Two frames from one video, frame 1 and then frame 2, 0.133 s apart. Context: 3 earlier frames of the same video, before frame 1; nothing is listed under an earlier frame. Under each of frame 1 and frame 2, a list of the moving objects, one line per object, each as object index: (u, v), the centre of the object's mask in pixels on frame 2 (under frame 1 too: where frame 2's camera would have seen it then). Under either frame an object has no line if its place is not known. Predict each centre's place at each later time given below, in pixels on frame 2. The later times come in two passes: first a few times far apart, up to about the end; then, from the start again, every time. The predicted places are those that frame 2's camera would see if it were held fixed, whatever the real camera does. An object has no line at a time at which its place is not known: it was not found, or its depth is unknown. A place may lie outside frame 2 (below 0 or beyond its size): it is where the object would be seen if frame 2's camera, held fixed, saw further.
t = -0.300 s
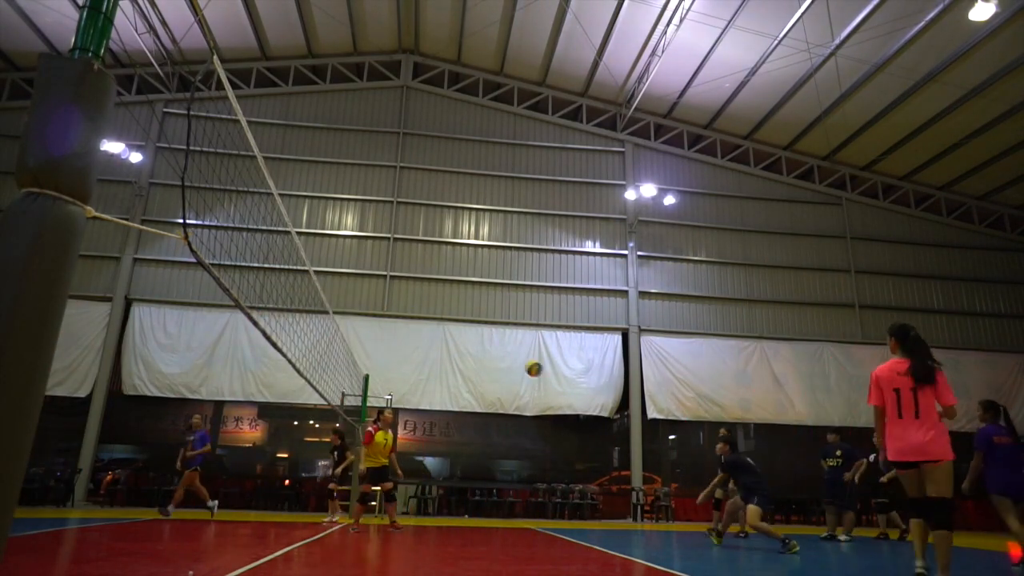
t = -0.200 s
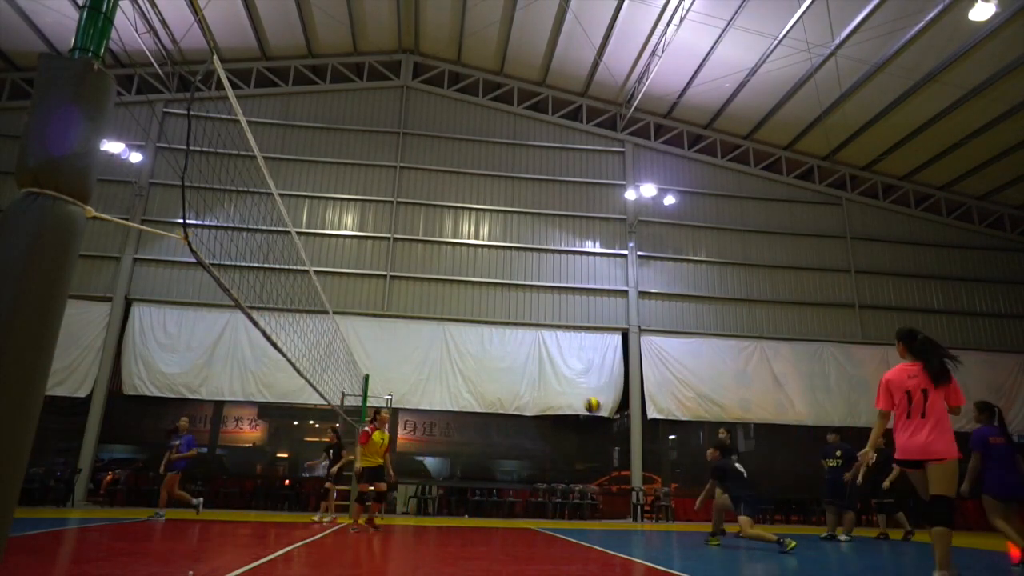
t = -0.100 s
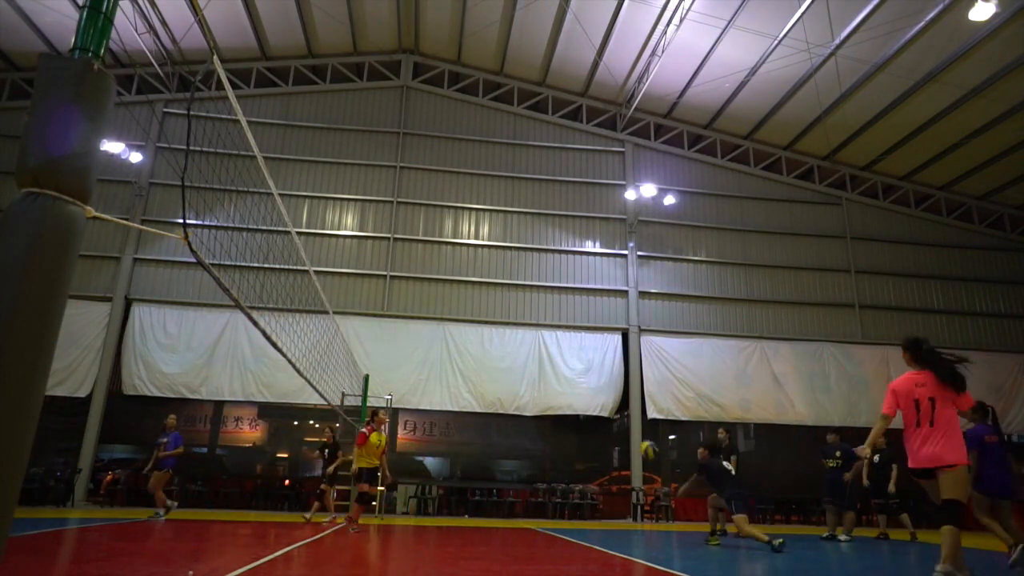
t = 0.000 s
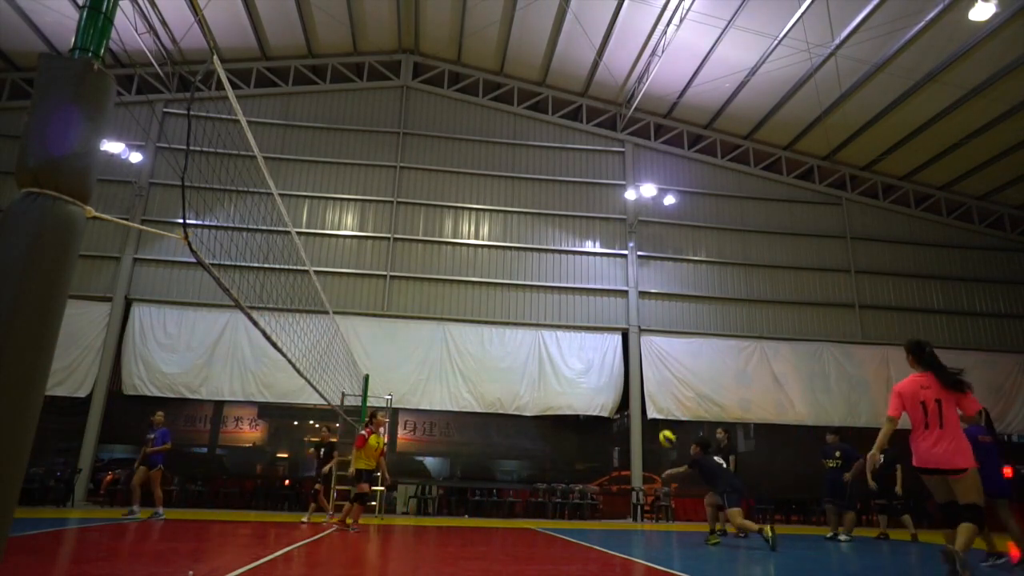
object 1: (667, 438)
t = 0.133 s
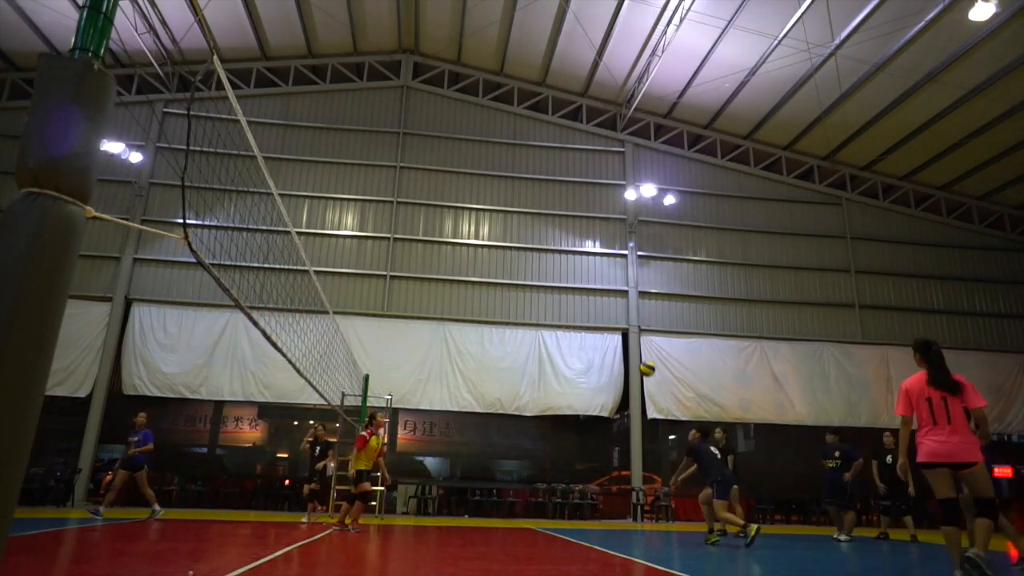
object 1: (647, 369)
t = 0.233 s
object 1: (632, 324)
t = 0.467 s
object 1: (601, 253)
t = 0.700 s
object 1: (569, 218)
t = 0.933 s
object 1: (535, 224)
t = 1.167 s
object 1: (497, 271)
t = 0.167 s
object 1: (643, 354)
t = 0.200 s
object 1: (637, 338)
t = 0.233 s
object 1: (632, 324)
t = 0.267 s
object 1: (628, 312)
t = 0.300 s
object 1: (623, 299)
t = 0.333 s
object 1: (619, 289)
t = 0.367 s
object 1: (614, 280)
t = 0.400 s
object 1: (609, 269)
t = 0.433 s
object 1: (605, 260)
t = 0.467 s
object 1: (601, 253)
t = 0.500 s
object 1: (596, 245)
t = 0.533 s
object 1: (592, 238)
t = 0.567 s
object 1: (587, 233)
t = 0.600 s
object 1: (582, 228)
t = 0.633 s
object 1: (579, 225)
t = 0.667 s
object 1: (573, 221)
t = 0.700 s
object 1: (569, 218)
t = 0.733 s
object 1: (564, 217)
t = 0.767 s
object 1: (558, 216)
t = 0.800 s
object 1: (555, 215)
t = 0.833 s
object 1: (550, 216)
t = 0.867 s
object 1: (545, 218)
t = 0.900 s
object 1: (541, 220)
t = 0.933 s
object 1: (535, 224)
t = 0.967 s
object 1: (529, 227)
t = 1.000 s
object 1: (525, 233)
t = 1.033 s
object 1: (519, 240)
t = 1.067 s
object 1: (514, 244)
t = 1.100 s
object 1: (508, 252)
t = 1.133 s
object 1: (503, 261)
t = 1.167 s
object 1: (497, 271)
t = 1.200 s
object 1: (492, 283)
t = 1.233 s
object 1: (485, 294)
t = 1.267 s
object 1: (479, 306)
